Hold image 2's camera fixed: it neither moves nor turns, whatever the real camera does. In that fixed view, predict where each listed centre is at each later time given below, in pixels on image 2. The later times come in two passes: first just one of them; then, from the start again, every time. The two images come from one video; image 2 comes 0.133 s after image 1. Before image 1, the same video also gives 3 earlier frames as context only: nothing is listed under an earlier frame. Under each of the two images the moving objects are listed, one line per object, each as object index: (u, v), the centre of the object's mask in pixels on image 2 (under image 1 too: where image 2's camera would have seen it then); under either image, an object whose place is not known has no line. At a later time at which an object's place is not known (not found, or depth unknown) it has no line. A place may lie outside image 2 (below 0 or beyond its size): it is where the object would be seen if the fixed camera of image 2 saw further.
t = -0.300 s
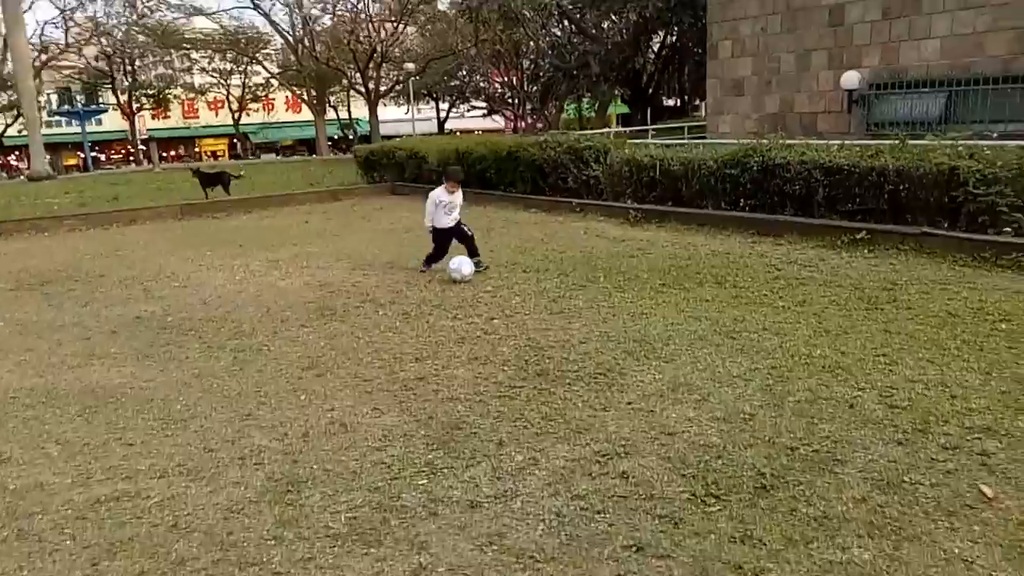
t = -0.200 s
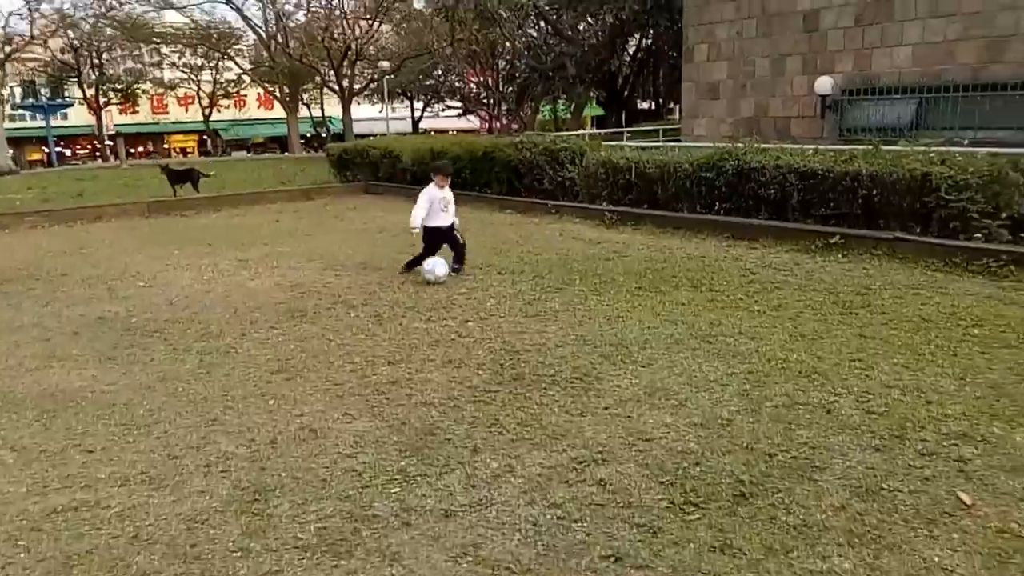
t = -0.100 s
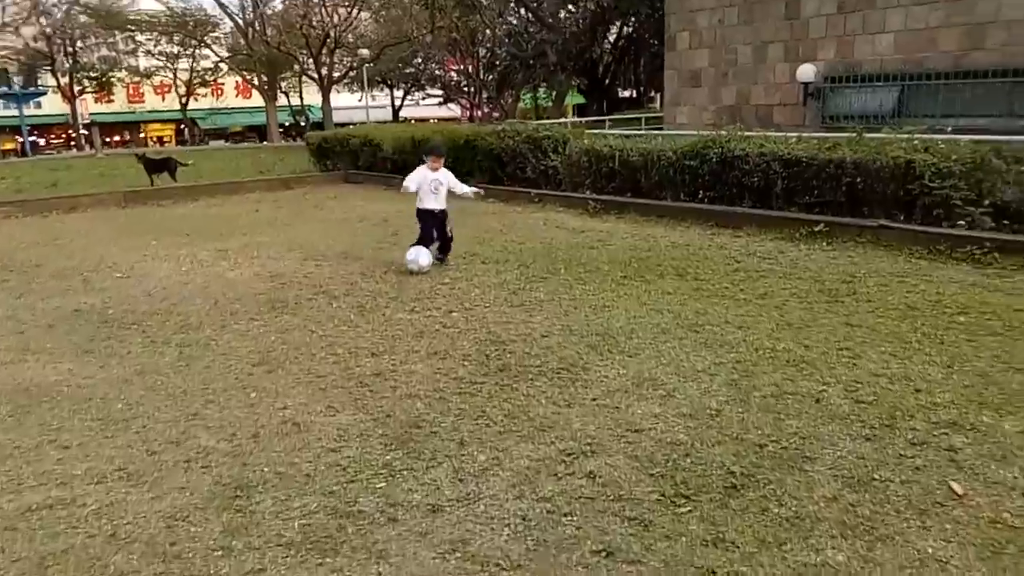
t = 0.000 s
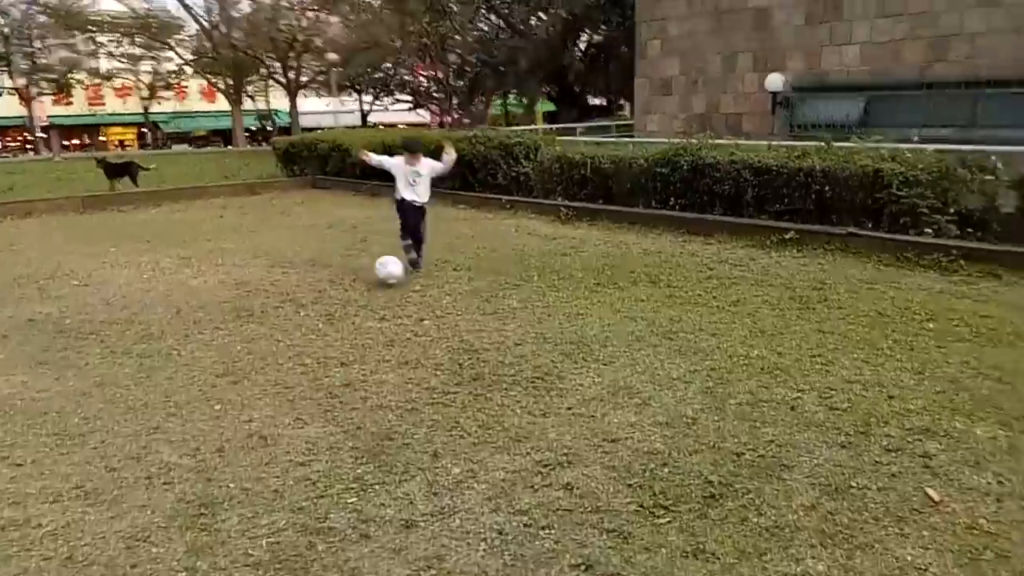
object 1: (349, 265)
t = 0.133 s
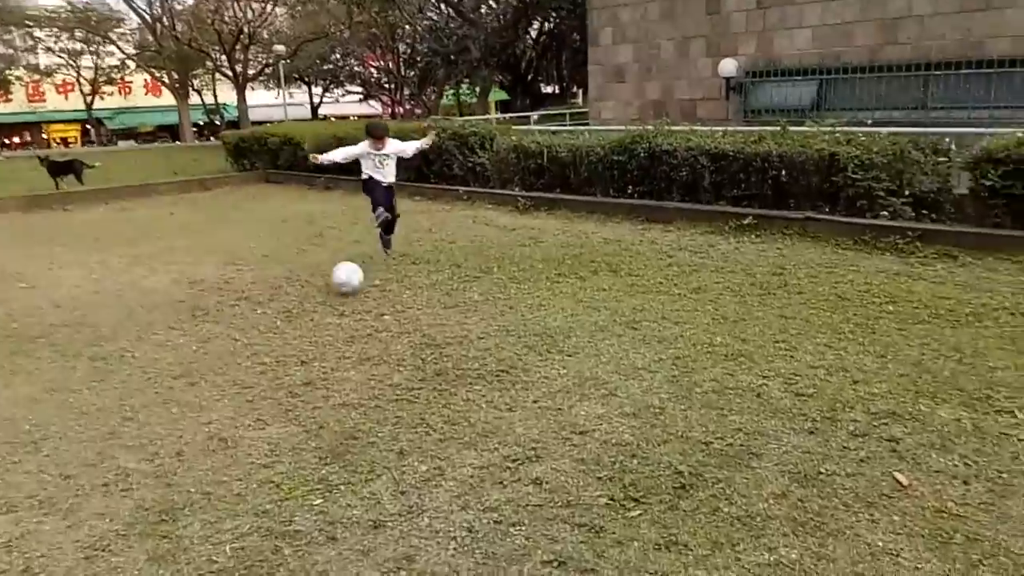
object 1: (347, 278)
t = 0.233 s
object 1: (348, 287)
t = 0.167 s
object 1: (347, 280)
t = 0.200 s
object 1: (347, 284)
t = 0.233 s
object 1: (348, 287)
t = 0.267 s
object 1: (347, 288)
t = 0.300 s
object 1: (348, 288)
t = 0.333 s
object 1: (347, 291)
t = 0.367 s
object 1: (347, 294)
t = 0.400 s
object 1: (347, 296)
